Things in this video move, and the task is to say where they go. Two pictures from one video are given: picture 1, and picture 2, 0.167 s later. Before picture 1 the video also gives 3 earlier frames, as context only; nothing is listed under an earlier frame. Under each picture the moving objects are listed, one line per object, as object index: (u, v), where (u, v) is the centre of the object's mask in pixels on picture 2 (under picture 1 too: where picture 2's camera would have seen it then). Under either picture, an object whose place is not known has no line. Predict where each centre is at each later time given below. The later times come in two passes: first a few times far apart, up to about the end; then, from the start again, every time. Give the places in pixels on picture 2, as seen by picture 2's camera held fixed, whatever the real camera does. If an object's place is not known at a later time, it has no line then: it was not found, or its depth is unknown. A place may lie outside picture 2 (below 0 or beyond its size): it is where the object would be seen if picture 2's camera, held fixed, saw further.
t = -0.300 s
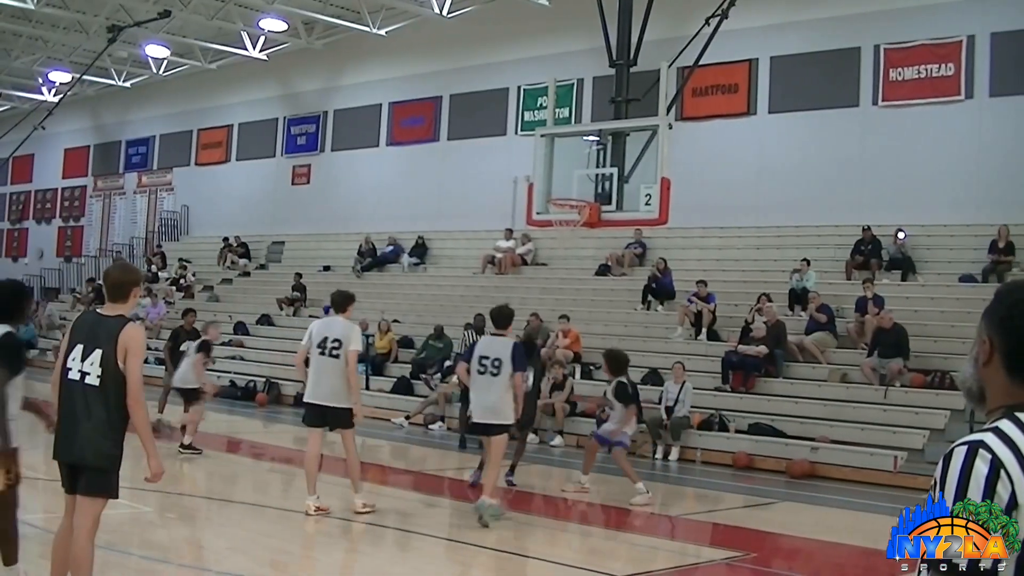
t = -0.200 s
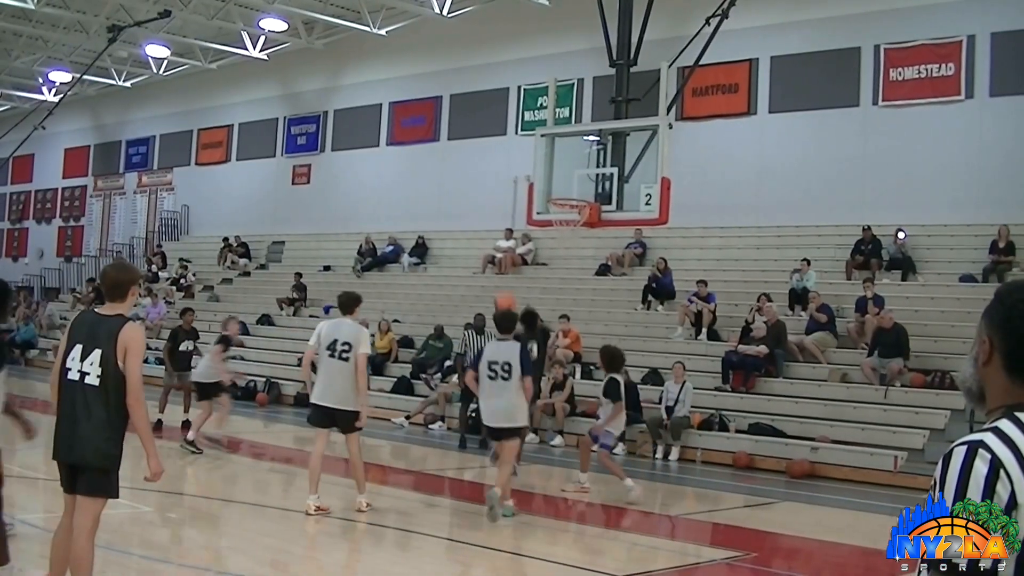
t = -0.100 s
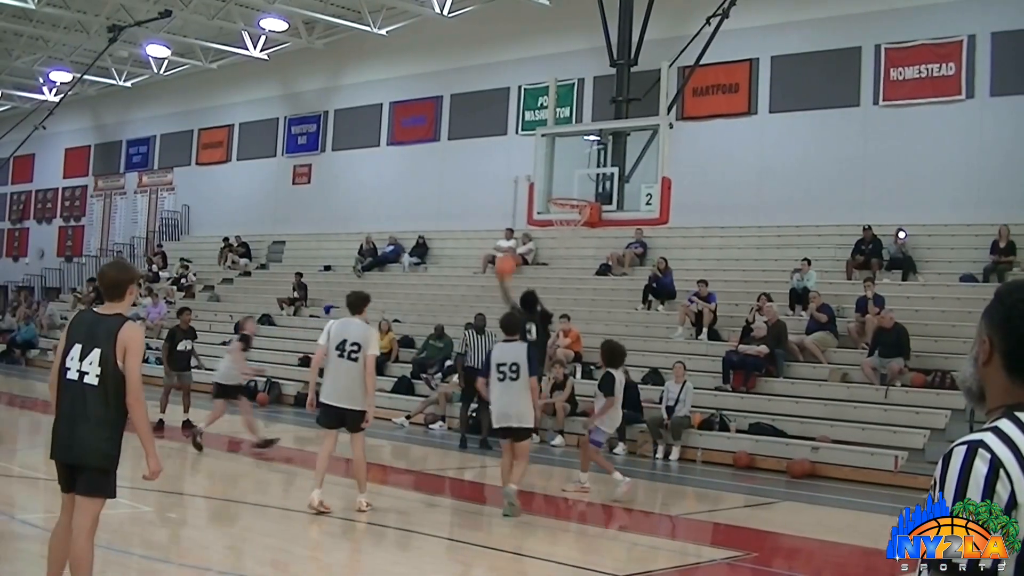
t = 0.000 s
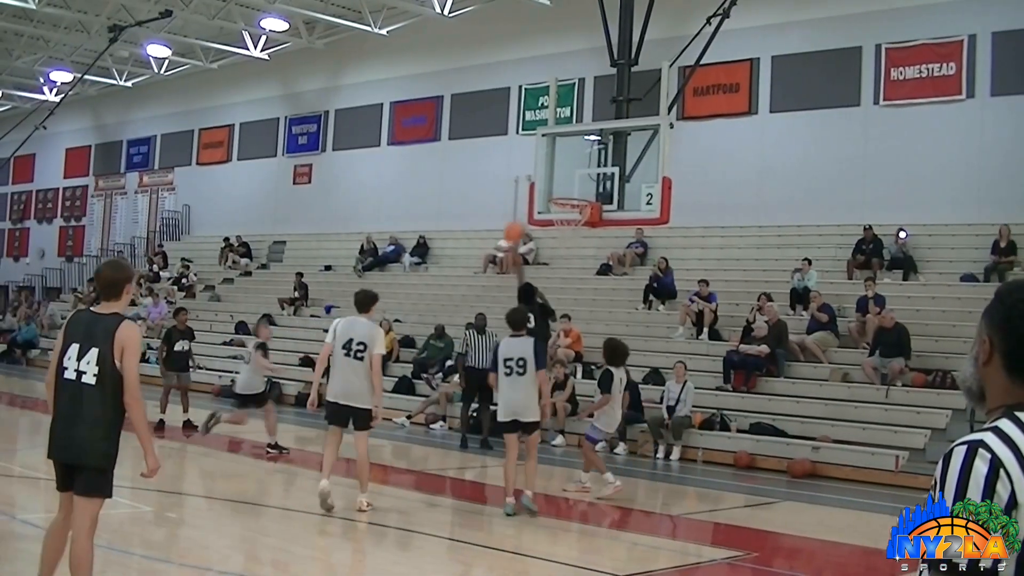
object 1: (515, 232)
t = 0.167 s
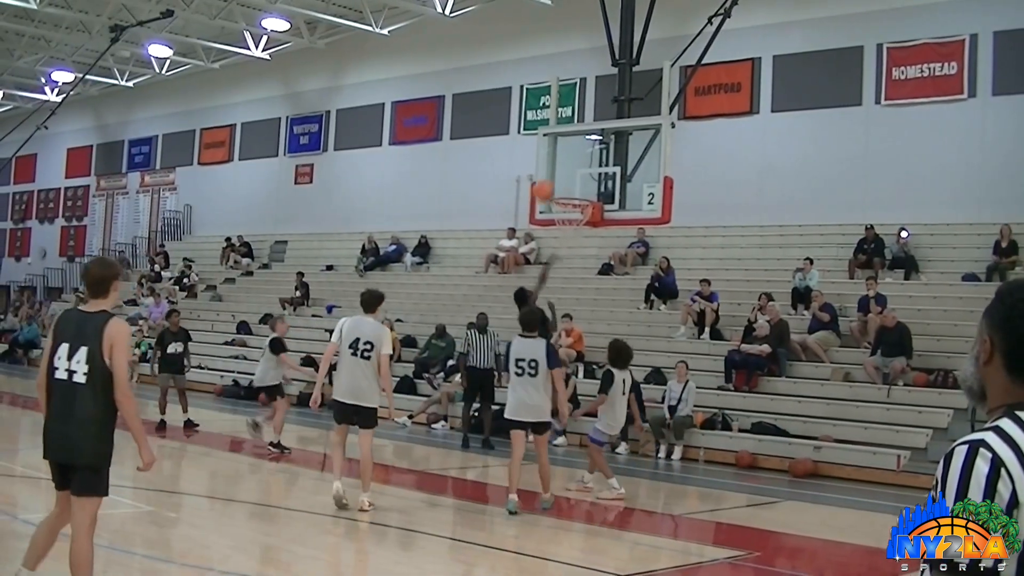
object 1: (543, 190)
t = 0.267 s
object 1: (559, 177)
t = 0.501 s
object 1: (567, 188)
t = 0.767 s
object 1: (568, 184)
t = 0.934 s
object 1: (567, 208)
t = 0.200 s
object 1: (549, 185)
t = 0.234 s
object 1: (554, 181)
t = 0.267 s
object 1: (559, 177)
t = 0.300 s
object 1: (564, 175)
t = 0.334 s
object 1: (564, 175)
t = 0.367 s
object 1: (564, 176)
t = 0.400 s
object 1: (565, 177)
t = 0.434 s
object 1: (566, 179)
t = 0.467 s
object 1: (567, 183)
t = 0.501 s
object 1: (567, 188)
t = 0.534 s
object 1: (567, 191)
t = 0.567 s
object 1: (568, 188)
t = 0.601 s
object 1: (568, 185)
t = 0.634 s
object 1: (568, 183)
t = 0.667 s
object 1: (568, 182)
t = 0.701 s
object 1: (568, 181)
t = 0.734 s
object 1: (568, 182)
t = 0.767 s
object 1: (568, 184)
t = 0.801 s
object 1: (567, 186)
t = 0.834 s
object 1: (567, 189)
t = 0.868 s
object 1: (567, 191)
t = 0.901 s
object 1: (566, 201)
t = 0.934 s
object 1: (567, 208)
